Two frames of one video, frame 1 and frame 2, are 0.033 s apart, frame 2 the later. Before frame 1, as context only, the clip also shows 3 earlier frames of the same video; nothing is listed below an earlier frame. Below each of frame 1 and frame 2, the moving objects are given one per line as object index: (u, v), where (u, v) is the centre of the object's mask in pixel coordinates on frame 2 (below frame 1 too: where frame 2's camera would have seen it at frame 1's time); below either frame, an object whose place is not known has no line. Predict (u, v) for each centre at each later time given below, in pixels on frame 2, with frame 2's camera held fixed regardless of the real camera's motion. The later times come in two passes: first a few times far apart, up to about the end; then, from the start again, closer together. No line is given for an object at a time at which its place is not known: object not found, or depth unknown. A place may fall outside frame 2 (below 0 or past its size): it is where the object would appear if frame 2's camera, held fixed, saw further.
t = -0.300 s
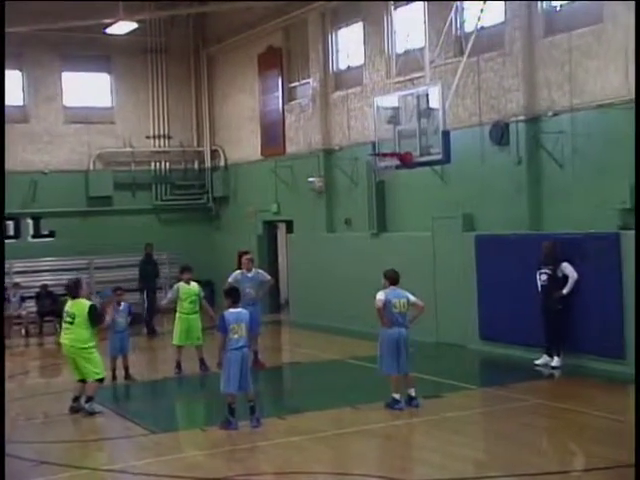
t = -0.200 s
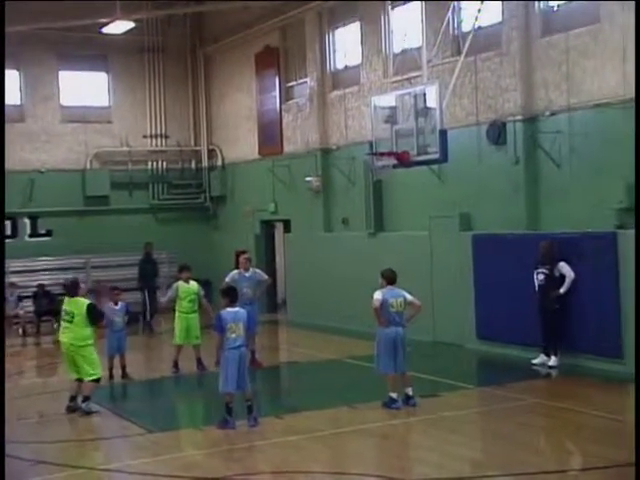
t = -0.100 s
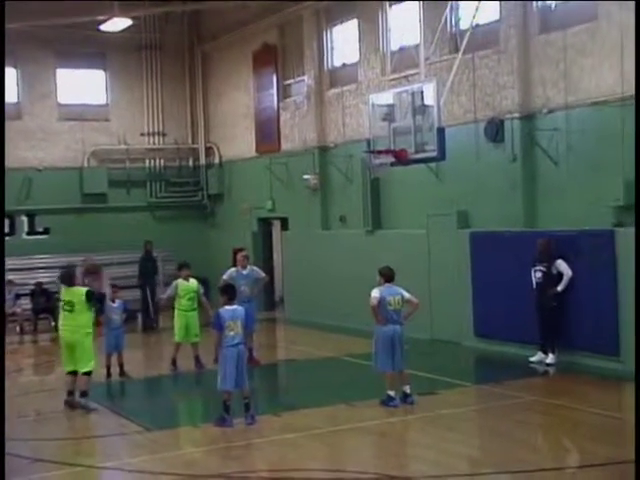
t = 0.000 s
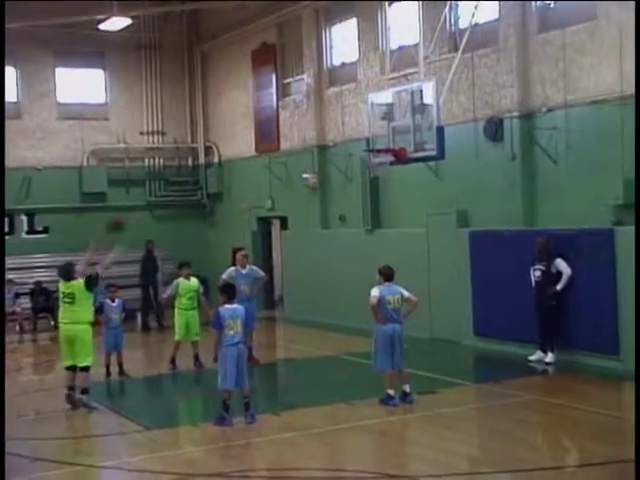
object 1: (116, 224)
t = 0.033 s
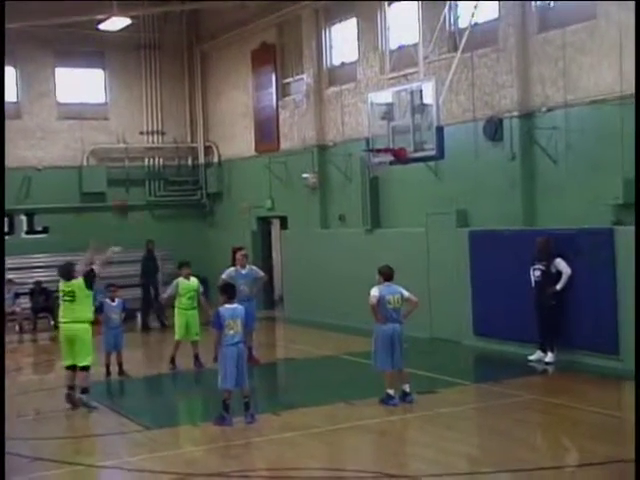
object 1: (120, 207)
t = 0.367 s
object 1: (214, 104)
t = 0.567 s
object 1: (265, 88)
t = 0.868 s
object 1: (338, 118)
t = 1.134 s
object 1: (379, 134)
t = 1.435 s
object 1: (379, 150)
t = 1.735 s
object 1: (378, 167)
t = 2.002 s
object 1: (387, 194)
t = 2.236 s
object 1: (393, 253)
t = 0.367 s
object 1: (214, 104)
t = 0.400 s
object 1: (222, 100)
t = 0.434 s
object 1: (231, 95)
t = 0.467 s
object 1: (240, 92)
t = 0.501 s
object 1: (248, 90)
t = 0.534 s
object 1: (256, 88)
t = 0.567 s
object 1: (265, 88)
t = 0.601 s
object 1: (273, 89)
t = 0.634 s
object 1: (282, 90)
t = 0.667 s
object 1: (290, 91)
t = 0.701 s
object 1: (298, 94)
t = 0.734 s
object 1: (305, 98)
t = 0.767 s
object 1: (313, 101)
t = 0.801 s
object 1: (321, 106)
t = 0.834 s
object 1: (329, 112)
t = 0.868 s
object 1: (338, 118)
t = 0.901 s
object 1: (345, 125)
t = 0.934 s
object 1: (353, 134)
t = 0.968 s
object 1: (361, 141)
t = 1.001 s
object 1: (365, 140)
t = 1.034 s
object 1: (368, 138)
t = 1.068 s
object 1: (371, 136)
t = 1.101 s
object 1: (375, 134)
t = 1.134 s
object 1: (379, 134)
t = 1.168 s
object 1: (383, 135)
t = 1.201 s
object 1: (387, 136)
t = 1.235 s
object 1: (390, 138)
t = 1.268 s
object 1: (390, 139)
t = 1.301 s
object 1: (387, 140)
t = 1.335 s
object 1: (386, 142)
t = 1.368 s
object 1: (382, 144)
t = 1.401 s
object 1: (381, 146)
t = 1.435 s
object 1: (379, 150)
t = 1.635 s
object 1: (373, 163)
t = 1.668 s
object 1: (374, 163)
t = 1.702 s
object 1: (377, 165)
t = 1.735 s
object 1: (378, 167)
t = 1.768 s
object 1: (379, 167)
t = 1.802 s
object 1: (380, 168)
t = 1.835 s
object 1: (381, 169)
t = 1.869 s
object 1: (381, 172)
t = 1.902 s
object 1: (385, 180)
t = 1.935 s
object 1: (386, 182)
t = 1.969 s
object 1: (385, 187)
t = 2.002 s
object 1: (387, 194)
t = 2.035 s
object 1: (388, 200)
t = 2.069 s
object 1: (389, 208)
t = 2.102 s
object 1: (389, 216)
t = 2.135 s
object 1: (391, 224)
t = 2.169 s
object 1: (391, 233)
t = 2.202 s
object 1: (392, 243)
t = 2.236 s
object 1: (393, 253)
